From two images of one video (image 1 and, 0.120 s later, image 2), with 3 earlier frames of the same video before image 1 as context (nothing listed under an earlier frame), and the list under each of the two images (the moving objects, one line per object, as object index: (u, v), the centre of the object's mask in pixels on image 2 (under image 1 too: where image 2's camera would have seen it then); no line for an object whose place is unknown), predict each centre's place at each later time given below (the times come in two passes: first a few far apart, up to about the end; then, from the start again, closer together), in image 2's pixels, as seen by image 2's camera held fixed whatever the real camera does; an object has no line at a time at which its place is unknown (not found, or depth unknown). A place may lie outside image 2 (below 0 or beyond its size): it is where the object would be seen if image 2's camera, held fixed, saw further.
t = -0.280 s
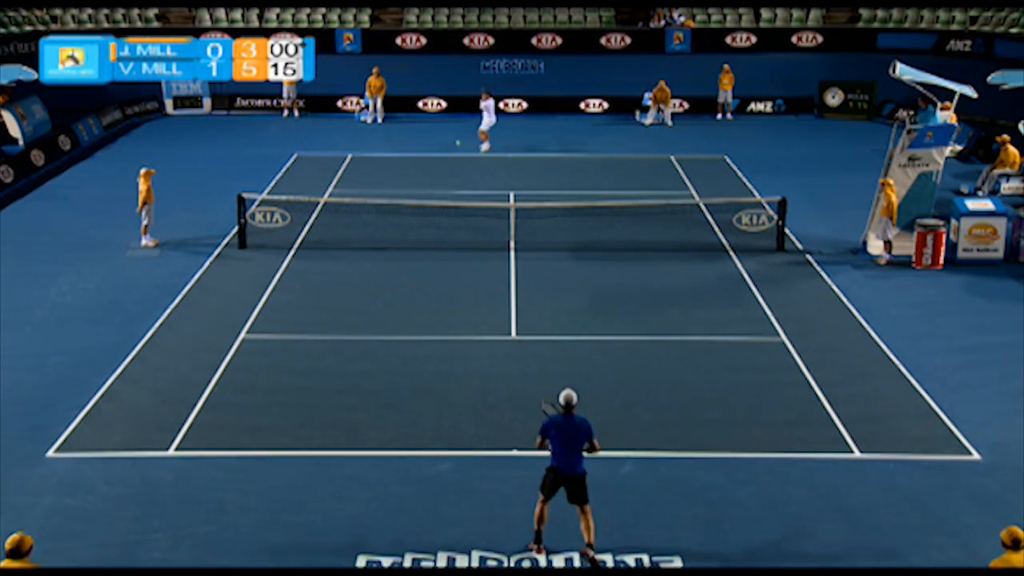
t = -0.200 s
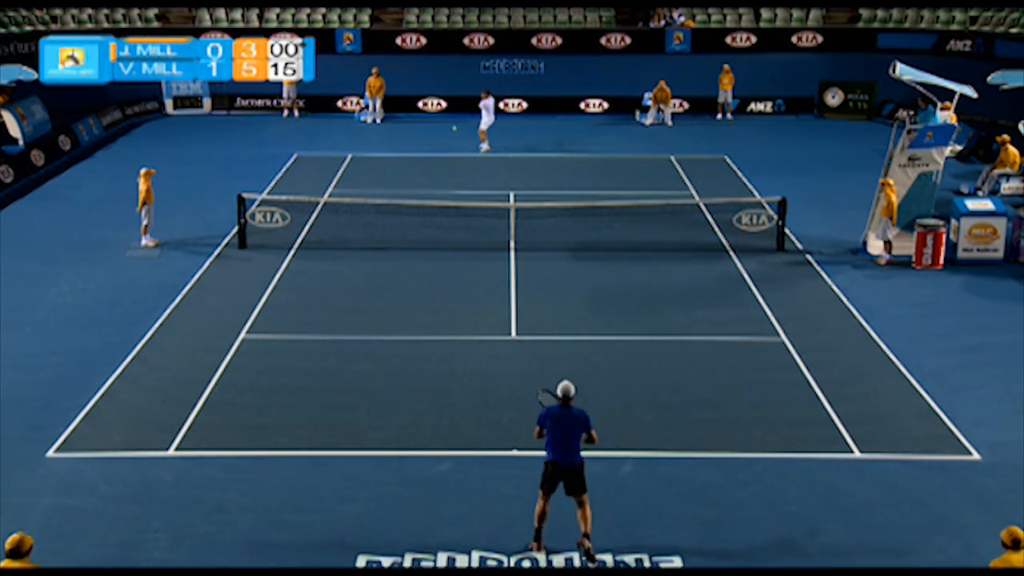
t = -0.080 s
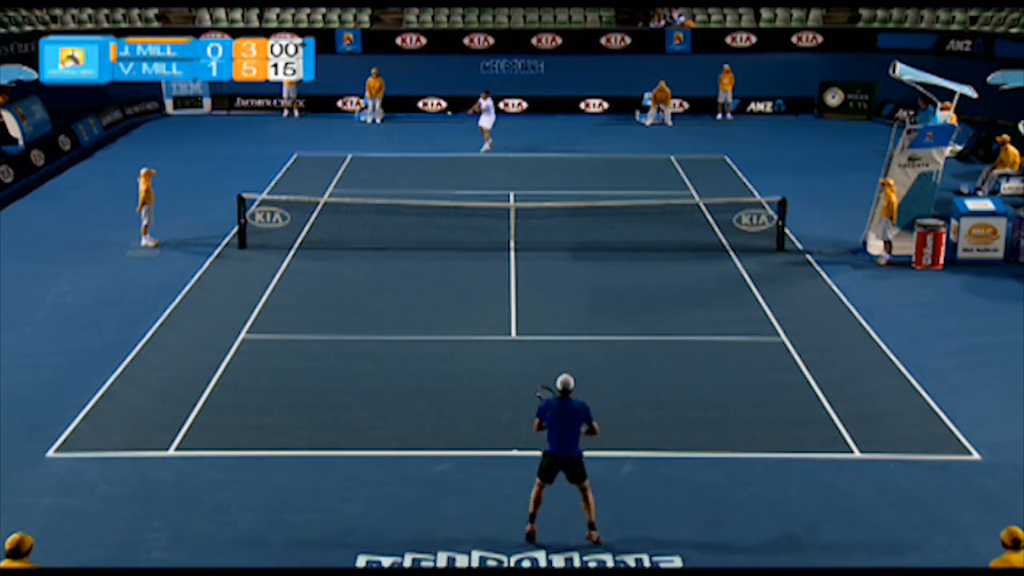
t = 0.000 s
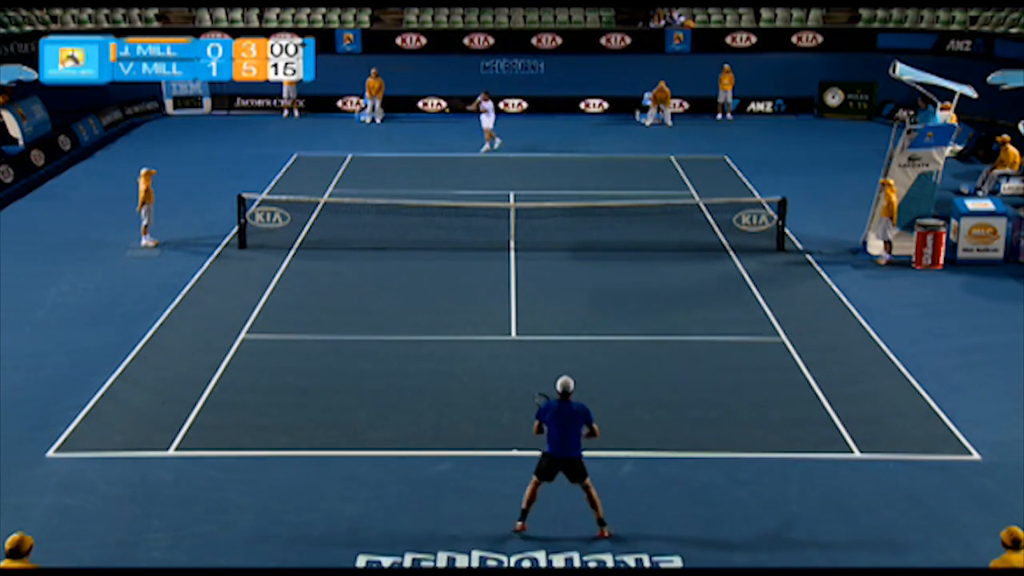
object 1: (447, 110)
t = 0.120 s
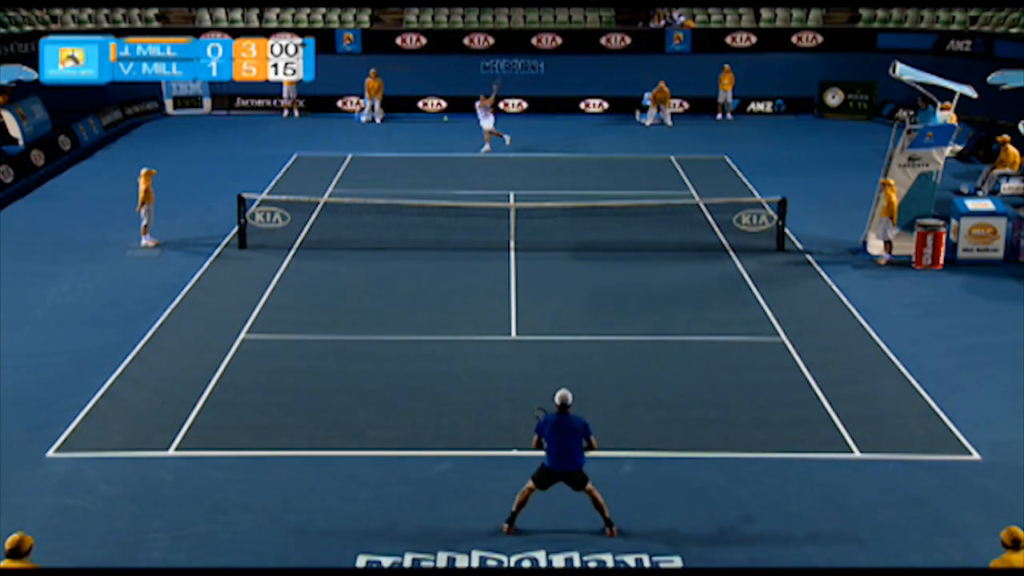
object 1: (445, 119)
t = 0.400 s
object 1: (439, 171)
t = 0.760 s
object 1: (428, 332)
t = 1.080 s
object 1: (423, 366)
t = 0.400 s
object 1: (439, 171)
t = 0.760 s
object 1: (428, 332)
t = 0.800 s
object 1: (426, 350)
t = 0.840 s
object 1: (426, 348)
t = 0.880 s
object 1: (425, 348)
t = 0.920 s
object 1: (425, 349)
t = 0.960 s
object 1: (424, 351)
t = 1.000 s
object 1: (424, 354)
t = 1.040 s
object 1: (424, 359)
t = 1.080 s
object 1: (423, 366)
